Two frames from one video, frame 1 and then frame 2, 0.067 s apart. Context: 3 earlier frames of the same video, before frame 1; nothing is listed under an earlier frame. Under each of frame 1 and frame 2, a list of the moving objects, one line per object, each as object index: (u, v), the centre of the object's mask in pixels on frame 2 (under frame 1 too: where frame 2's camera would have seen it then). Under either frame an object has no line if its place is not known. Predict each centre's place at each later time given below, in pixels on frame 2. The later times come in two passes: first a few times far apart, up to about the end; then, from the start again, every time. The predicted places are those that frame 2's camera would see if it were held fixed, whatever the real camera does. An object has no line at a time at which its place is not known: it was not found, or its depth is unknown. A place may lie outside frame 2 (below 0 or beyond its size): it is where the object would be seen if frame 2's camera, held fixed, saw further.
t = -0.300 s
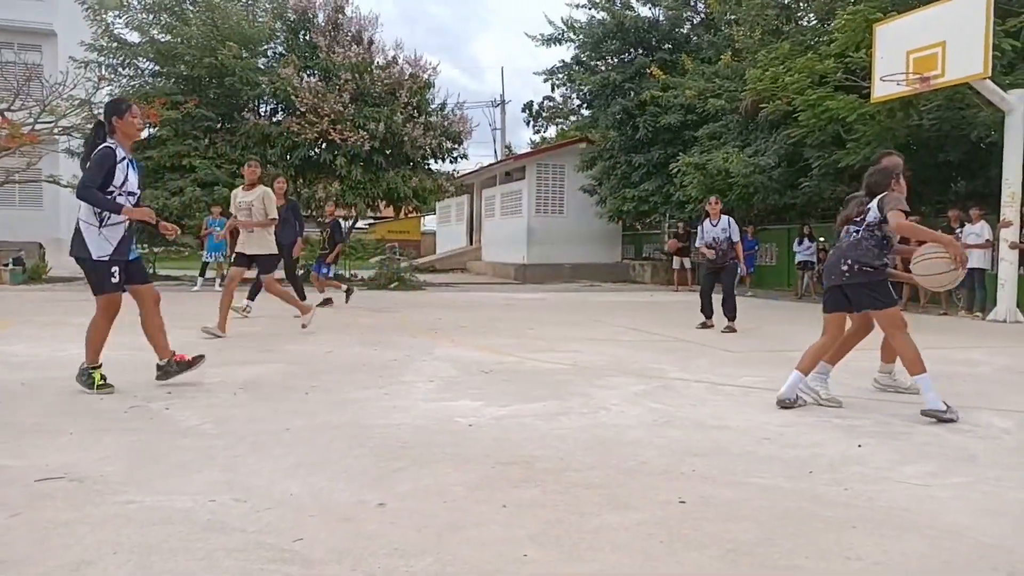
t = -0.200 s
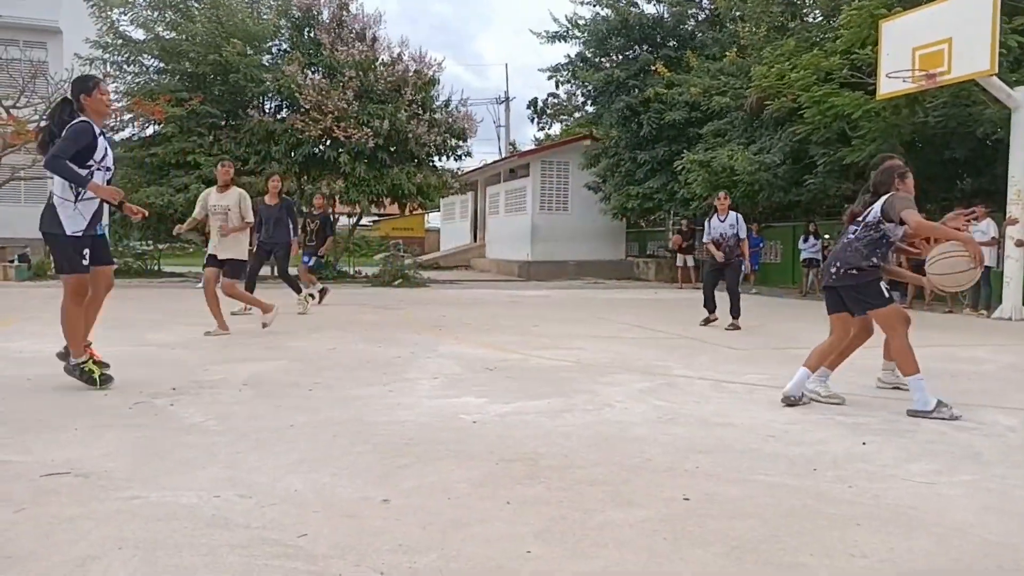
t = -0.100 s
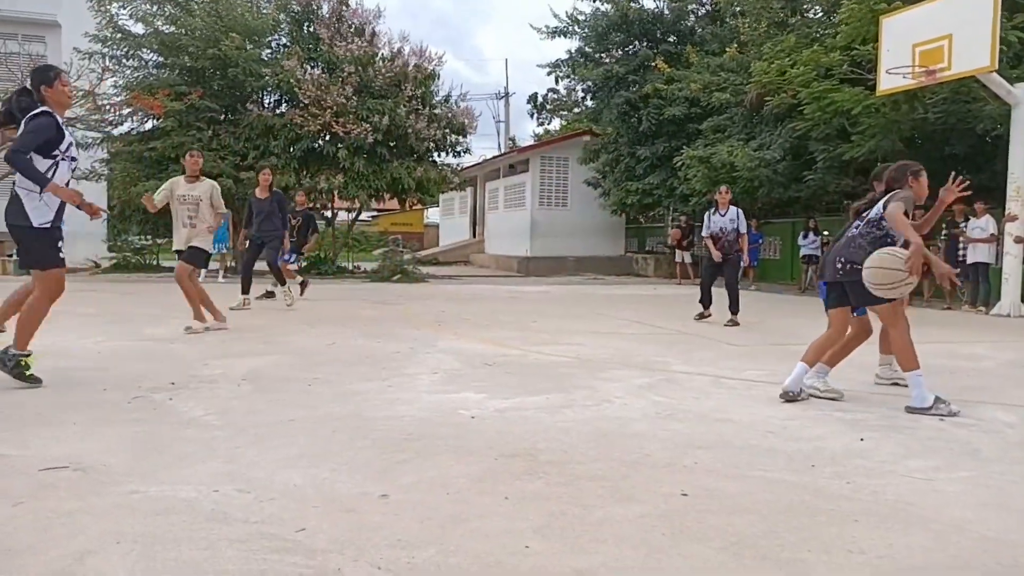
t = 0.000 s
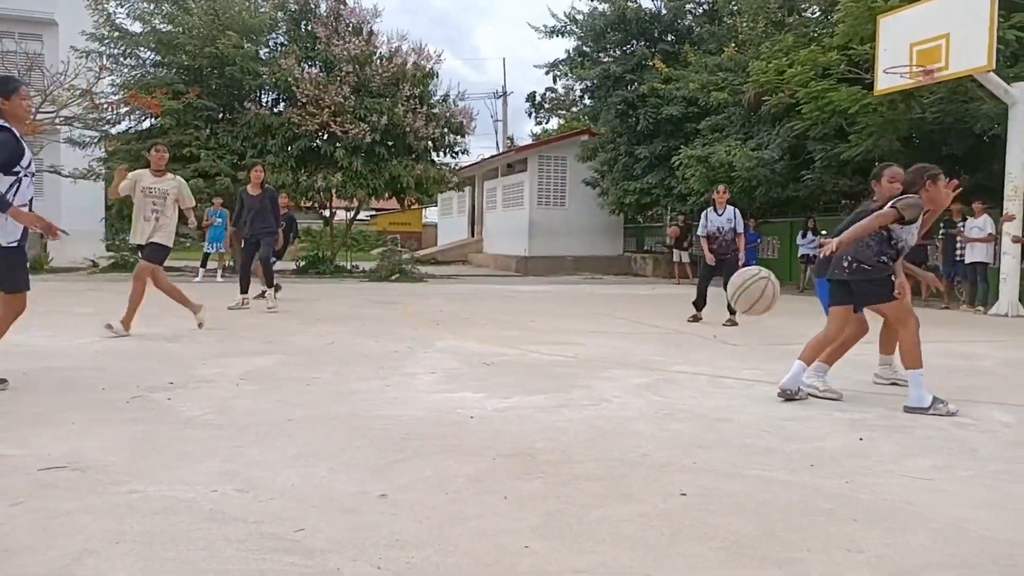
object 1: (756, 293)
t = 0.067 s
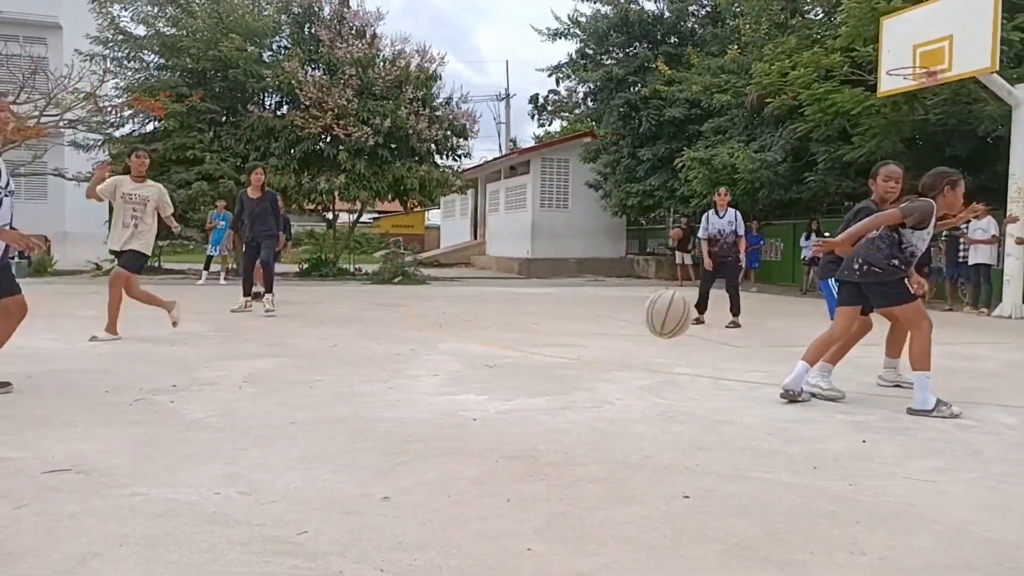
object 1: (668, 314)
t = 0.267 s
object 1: (456, 348)
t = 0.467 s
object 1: (334, 280)
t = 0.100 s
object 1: (626, 328)
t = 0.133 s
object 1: (584, 343)
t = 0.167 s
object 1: (543, 361)
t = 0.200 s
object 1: (503, 379)
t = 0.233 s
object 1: (478, 365)
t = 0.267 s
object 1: (456, 348)
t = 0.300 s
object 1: (434, 330)
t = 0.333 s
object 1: (413, 315)
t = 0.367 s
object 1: (393, 303)
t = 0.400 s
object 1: (372, 293)
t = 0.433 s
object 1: (352, 286)
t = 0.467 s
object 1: (334, 280)
